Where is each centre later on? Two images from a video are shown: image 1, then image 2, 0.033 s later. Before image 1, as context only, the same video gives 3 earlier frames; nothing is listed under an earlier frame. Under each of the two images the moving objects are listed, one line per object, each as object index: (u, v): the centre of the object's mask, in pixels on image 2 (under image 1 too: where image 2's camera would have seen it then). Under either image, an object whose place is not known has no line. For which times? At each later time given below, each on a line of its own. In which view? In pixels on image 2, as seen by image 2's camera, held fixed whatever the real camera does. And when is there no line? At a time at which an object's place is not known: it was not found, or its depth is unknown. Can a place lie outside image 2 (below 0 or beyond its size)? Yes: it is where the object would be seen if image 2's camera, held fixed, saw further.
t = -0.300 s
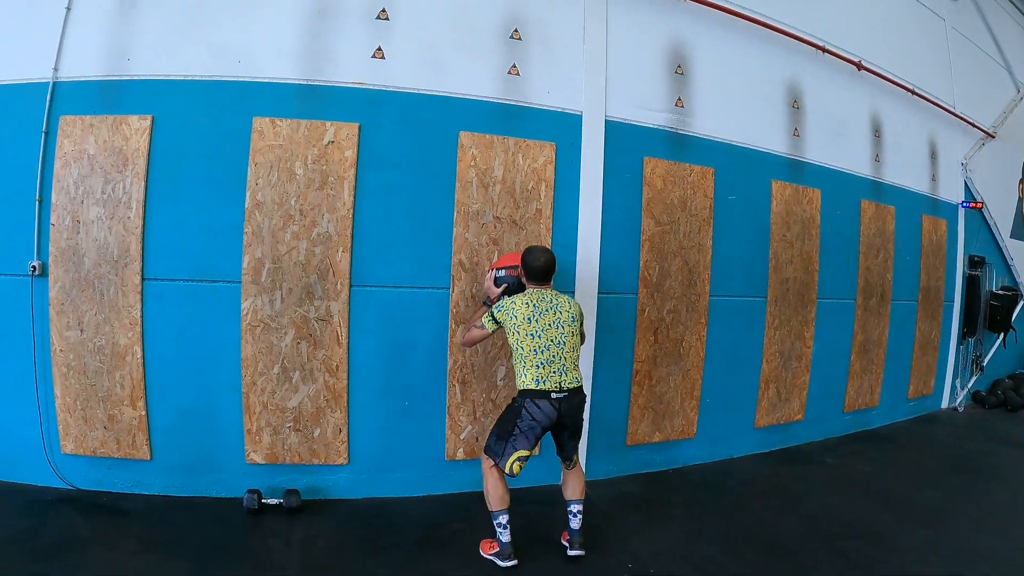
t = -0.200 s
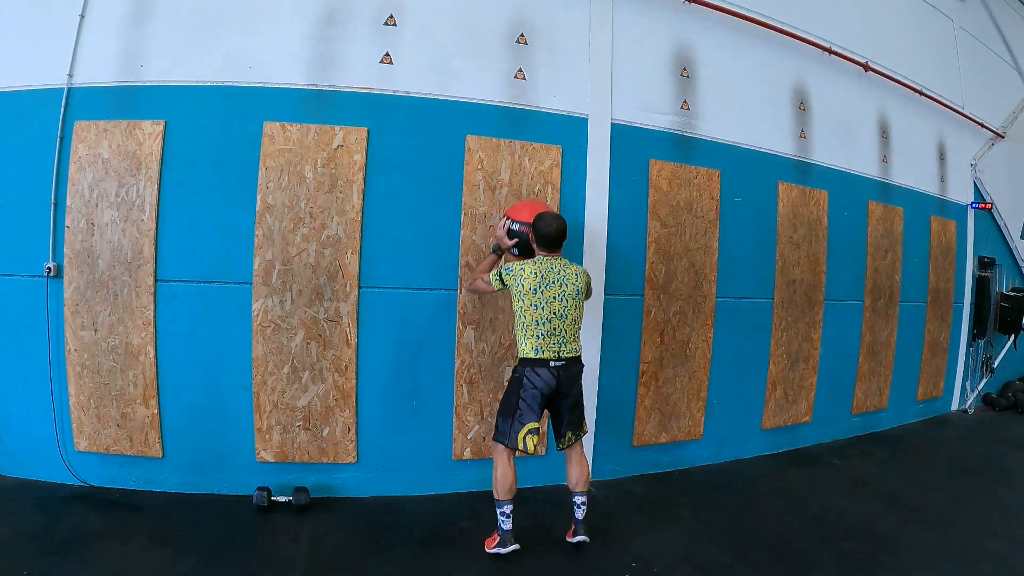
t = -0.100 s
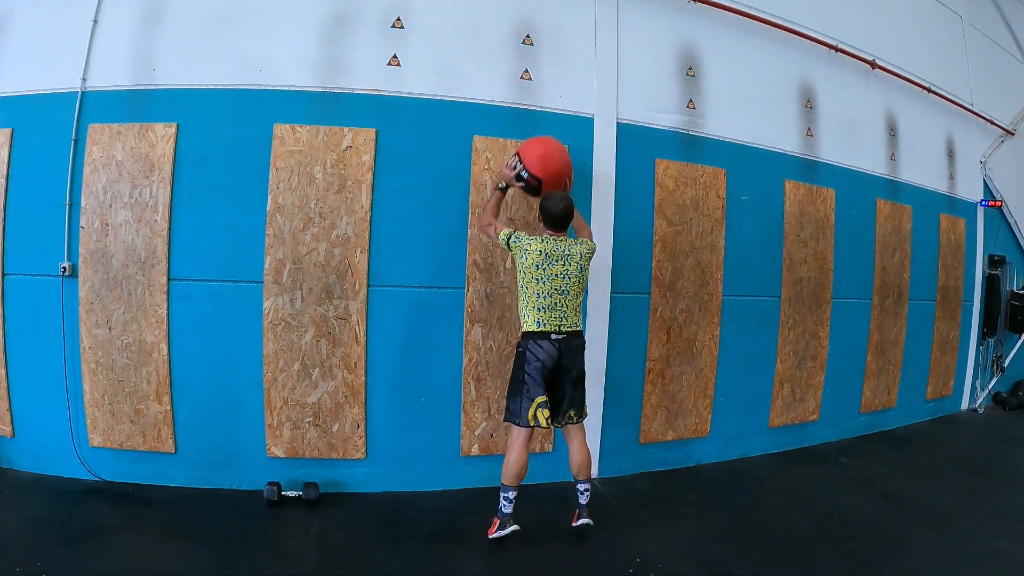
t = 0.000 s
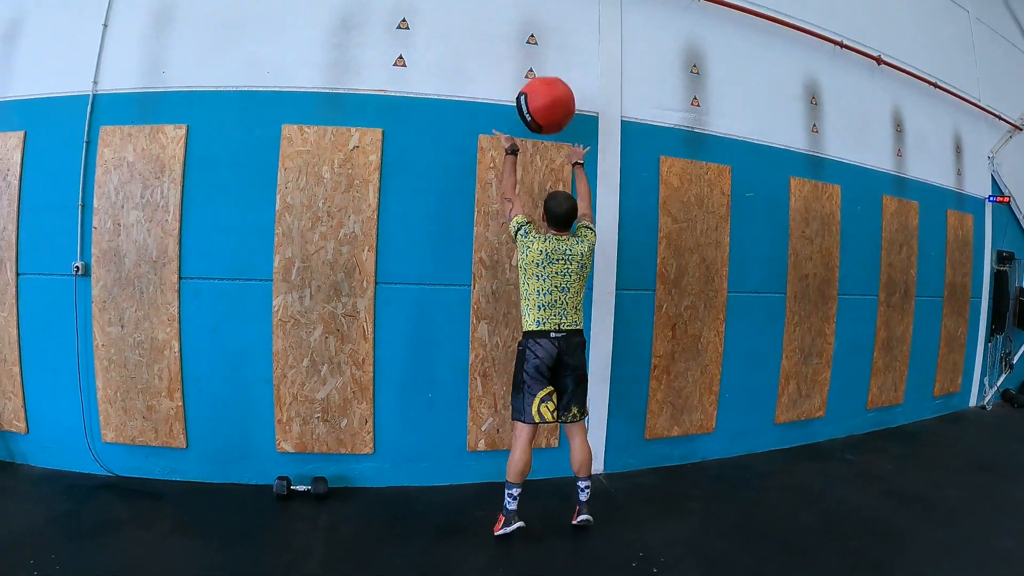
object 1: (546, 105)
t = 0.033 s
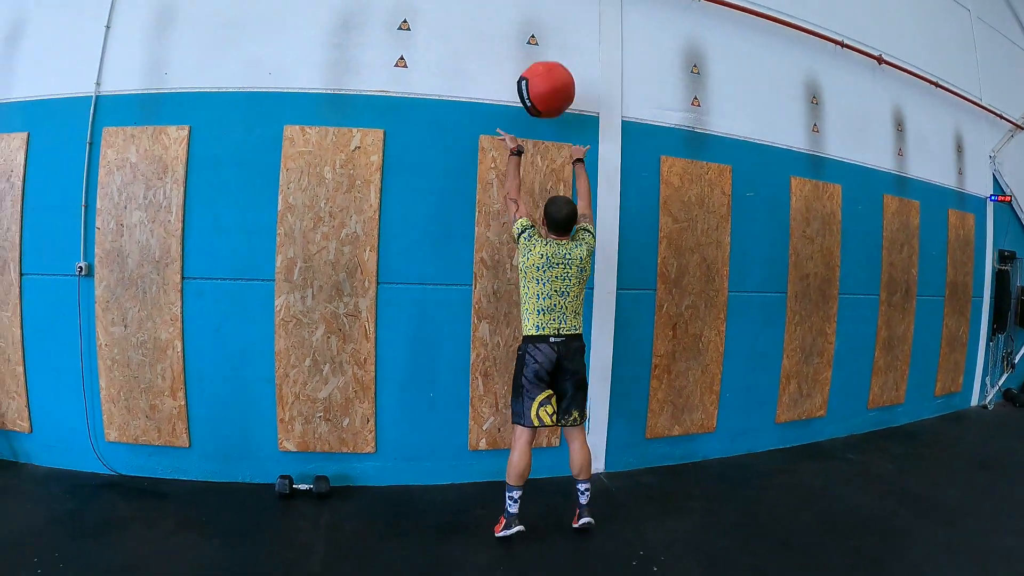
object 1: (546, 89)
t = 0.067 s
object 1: (546, 75)
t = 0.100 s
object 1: (545, 63)
